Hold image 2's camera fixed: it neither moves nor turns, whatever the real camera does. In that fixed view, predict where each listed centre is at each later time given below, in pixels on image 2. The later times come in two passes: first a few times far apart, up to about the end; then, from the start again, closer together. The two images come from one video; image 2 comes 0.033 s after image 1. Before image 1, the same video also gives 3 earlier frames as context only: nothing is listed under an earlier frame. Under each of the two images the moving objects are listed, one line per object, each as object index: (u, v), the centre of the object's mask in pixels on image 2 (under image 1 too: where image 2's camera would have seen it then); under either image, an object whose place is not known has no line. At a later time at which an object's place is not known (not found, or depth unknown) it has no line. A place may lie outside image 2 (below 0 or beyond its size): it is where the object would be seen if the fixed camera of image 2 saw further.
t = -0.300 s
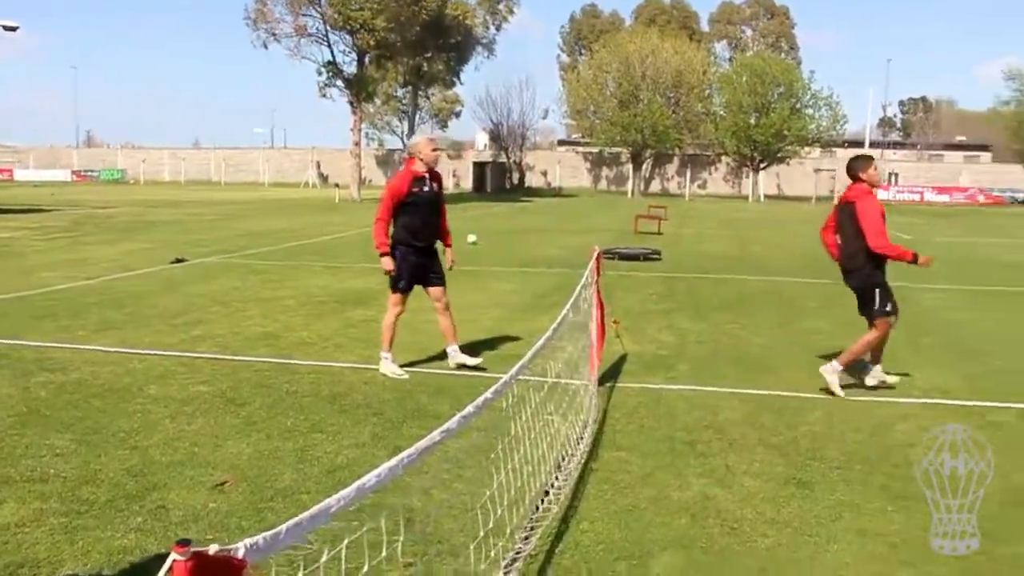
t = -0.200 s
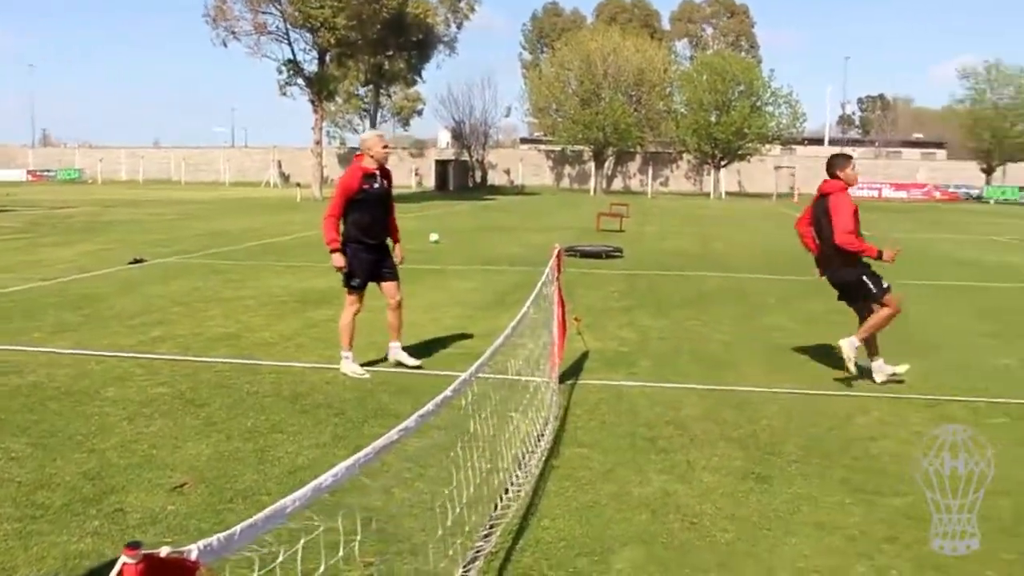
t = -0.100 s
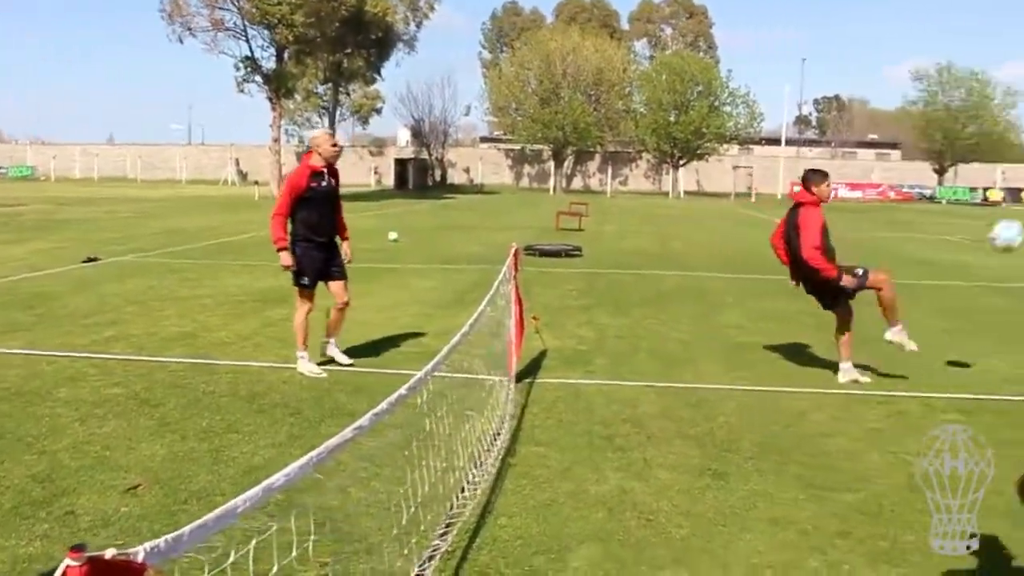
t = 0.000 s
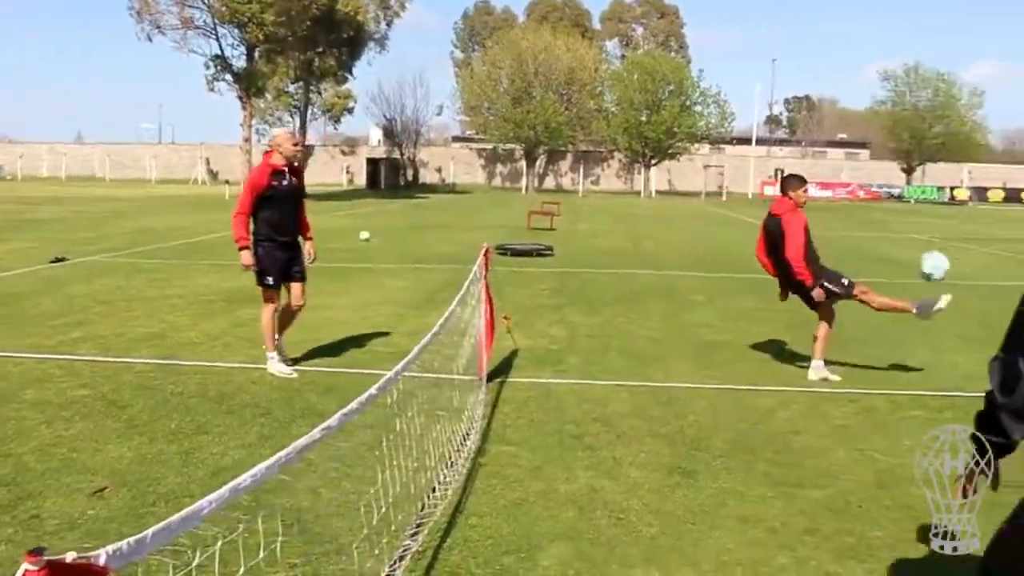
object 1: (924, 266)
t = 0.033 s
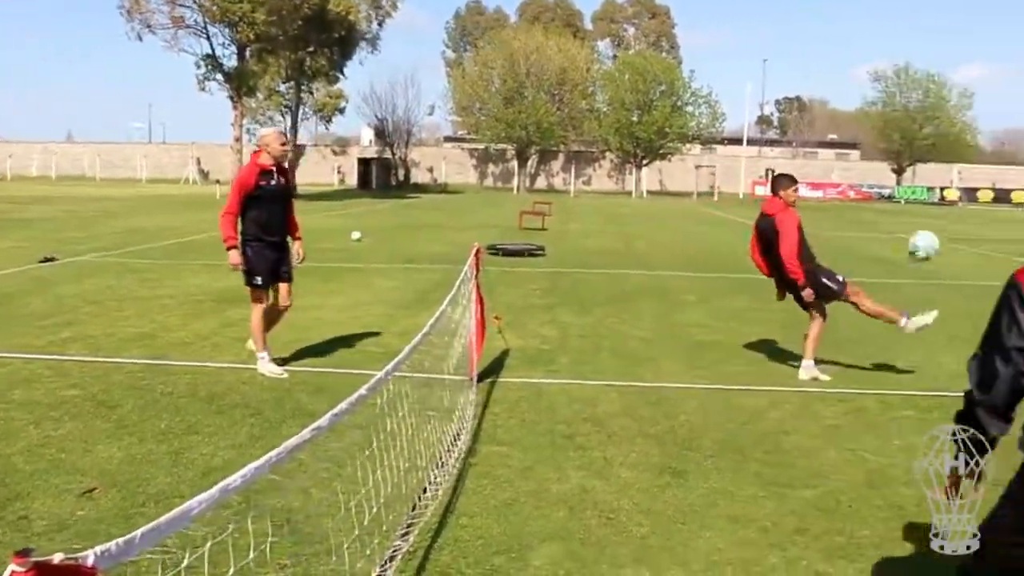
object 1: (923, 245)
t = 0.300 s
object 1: (901, 103)
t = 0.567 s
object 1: (864, 45)
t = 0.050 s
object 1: (922, 234)
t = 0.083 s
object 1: (920, 213)
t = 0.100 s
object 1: (919, 205)
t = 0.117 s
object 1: (919, 195)
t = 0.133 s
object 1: (918, 188)
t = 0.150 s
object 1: (915, 175)
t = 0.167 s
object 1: (914, 167)
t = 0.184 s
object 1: (913, 158)
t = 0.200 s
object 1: (912, 149)
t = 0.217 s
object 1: (910, 139)
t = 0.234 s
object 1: (909, 131)
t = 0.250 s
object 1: (908, 124)
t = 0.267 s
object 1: (907, 115)
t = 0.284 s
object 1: (904, 108)
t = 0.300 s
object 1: (901, 103)
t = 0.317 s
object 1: (900, 96)
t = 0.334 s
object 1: (898, 90)
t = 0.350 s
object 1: (895, 83)
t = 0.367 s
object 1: (892, 79)
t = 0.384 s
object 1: (893, 73)
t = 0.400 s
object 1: (889, 69)
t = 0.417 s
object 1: (888, 64)
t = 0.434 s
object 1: (886, 61)
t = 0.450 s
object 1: (886, 57)
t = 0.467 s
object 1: (880, 54)
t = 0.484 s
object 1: (877, 50)
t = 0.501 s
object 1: (874, 48)
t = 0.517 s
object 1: (874, 47)
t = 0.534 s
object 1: (870, 45)
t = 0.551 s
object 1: (867, 46)
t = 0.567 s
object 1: (864, 45)
